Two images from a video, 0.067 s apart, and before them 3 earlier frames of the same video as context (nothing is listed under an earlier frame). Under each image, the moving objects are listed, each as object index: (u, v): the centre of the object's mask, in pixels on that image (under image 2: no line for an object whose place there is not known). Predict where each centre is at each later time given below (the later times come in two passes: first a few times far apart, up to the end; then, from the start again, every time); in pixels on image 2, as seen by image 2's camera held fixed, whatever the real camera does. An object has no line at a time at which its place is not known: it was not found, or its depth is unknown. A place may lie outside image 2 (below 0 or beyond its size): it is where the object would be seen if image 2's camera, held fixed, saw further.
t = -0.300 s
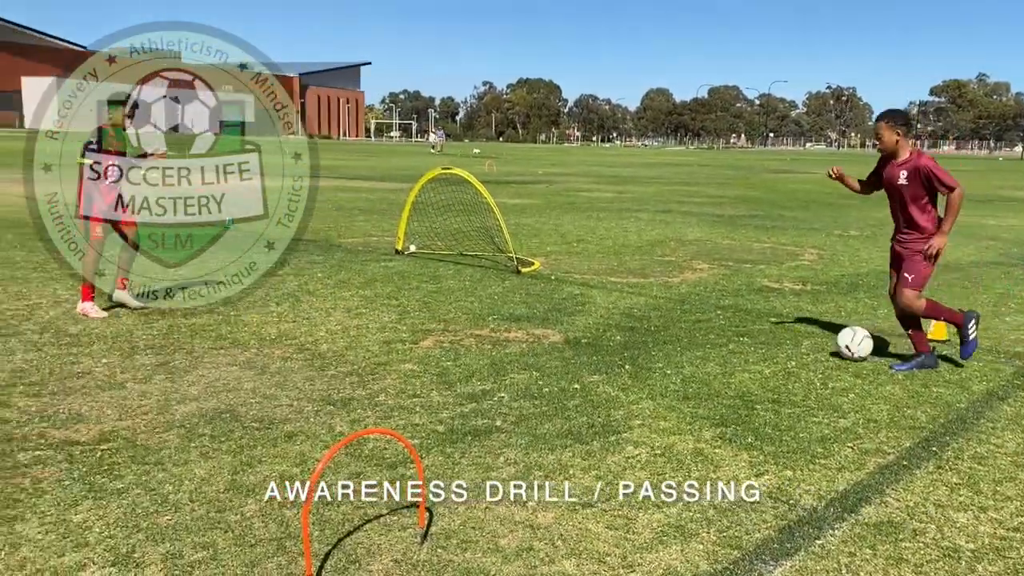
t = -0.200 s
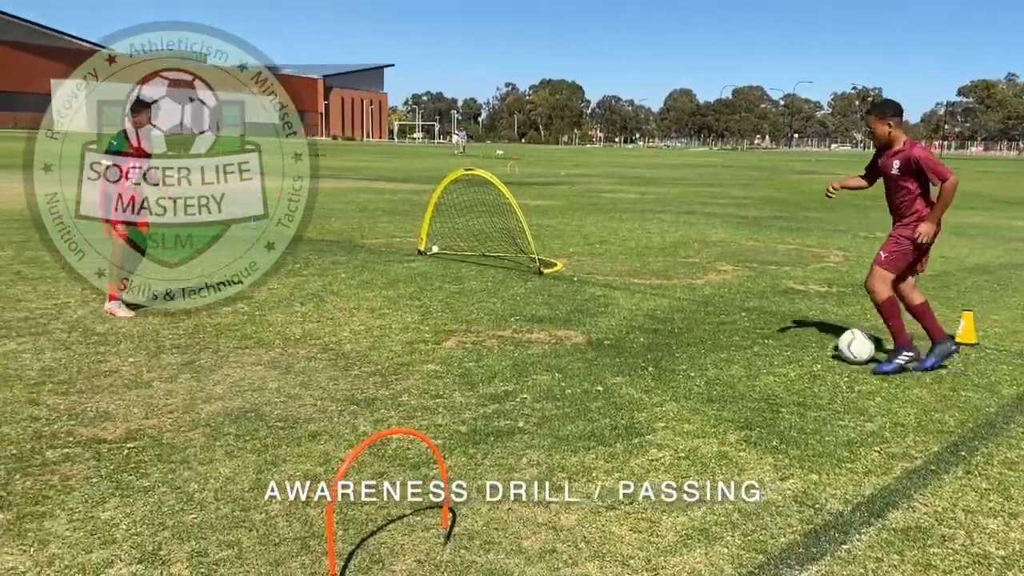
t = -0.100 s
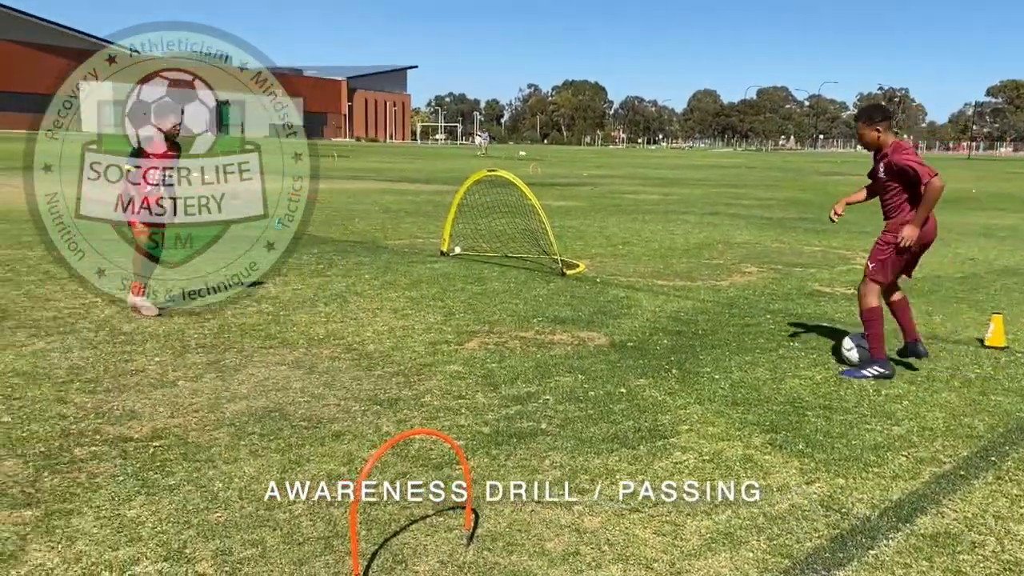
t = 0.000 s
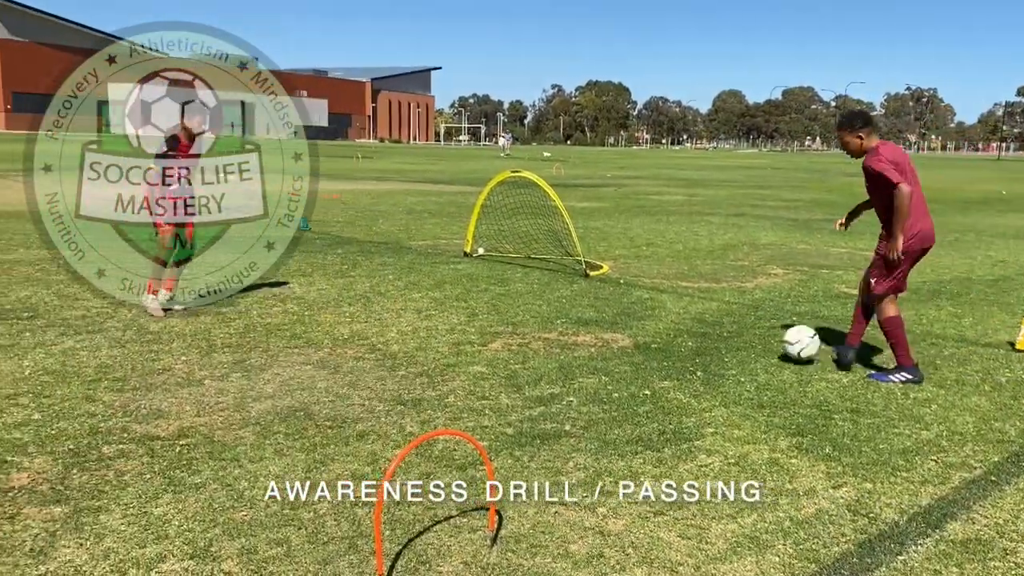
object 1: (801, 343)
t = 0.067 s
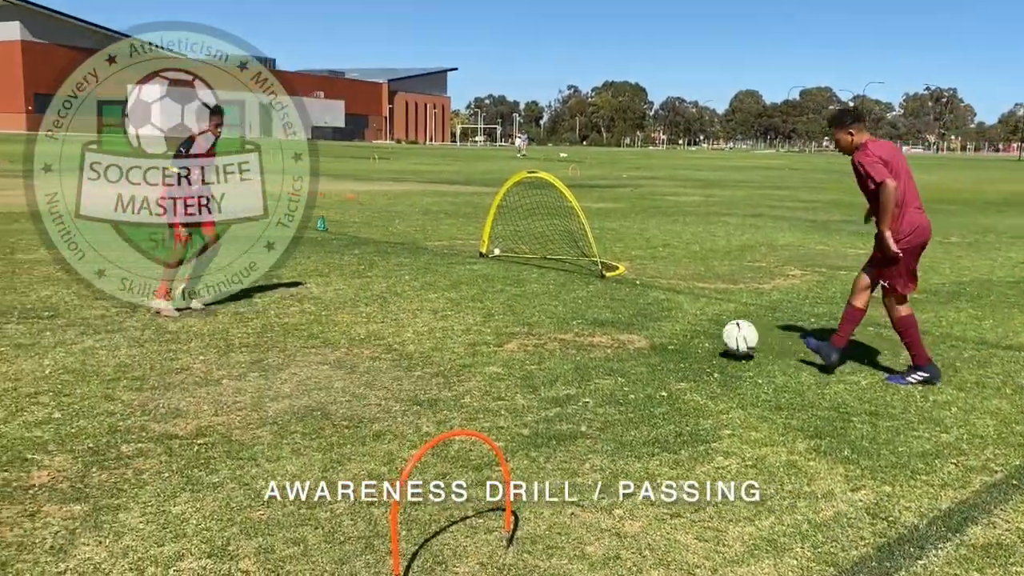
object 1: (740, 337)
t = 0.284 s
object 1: (523, 330)
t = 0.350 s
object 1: (467, 331)
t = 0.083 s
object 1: (720, 336)
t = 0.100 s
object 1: (701, 336)
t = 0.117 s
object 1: (682, 336)
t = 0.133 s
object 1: (664, 337)
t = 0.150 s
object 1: (645, 338)
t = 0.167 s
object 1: (627, 339)
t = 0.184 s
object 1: (611, 339)
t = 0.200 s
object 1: (596, 336)
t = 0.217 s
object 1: (581, 334)
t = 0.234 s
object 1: (567, 332)
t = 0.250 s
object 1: (552, 331)
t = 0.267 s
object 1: (538, 330)
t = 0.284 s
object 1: (523, 330)
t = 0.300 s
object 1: (509, 330)
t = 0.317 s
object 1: (495, 330)
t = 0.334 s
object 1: (481, 331)
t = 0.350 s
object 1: (467, 331)
